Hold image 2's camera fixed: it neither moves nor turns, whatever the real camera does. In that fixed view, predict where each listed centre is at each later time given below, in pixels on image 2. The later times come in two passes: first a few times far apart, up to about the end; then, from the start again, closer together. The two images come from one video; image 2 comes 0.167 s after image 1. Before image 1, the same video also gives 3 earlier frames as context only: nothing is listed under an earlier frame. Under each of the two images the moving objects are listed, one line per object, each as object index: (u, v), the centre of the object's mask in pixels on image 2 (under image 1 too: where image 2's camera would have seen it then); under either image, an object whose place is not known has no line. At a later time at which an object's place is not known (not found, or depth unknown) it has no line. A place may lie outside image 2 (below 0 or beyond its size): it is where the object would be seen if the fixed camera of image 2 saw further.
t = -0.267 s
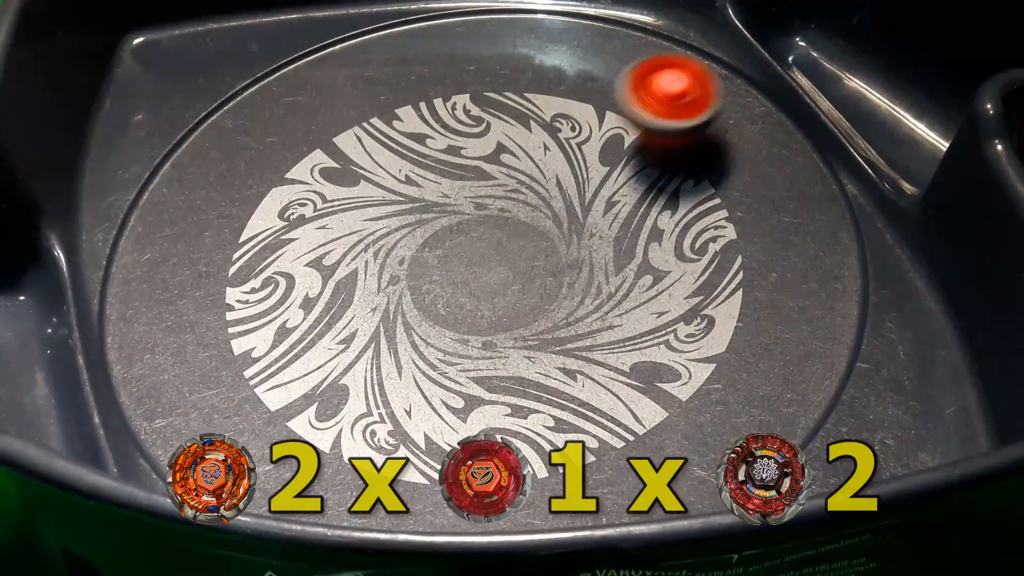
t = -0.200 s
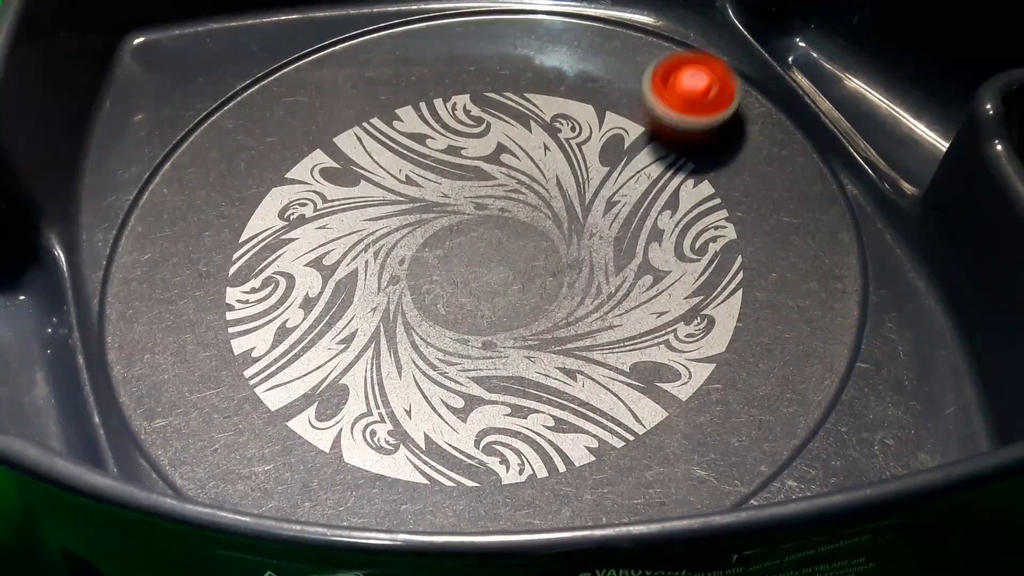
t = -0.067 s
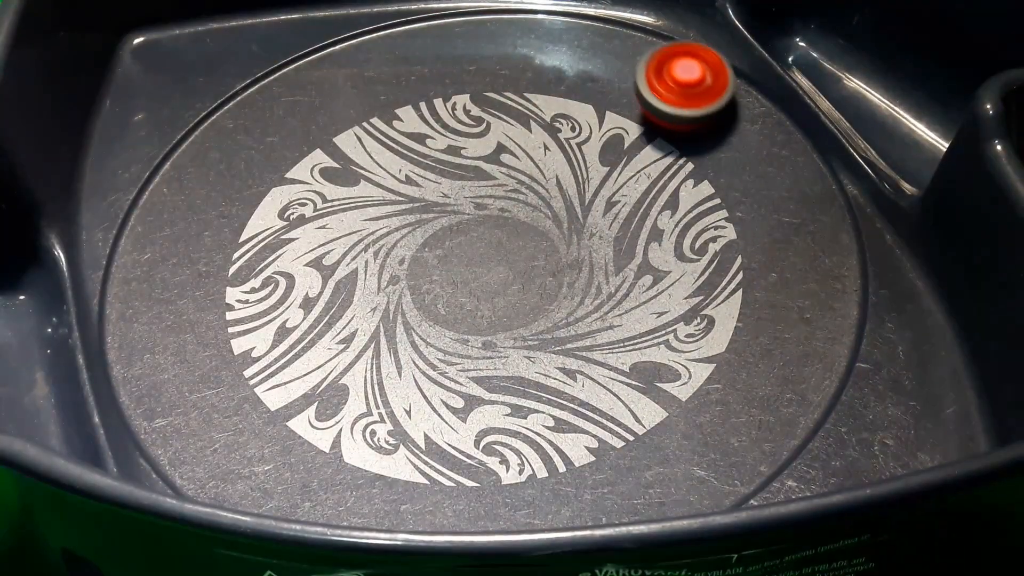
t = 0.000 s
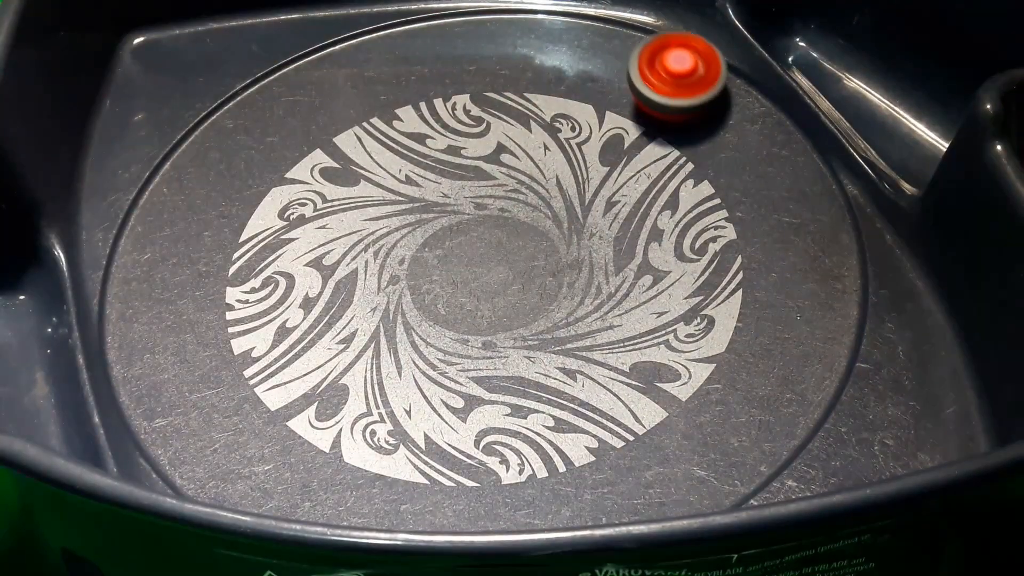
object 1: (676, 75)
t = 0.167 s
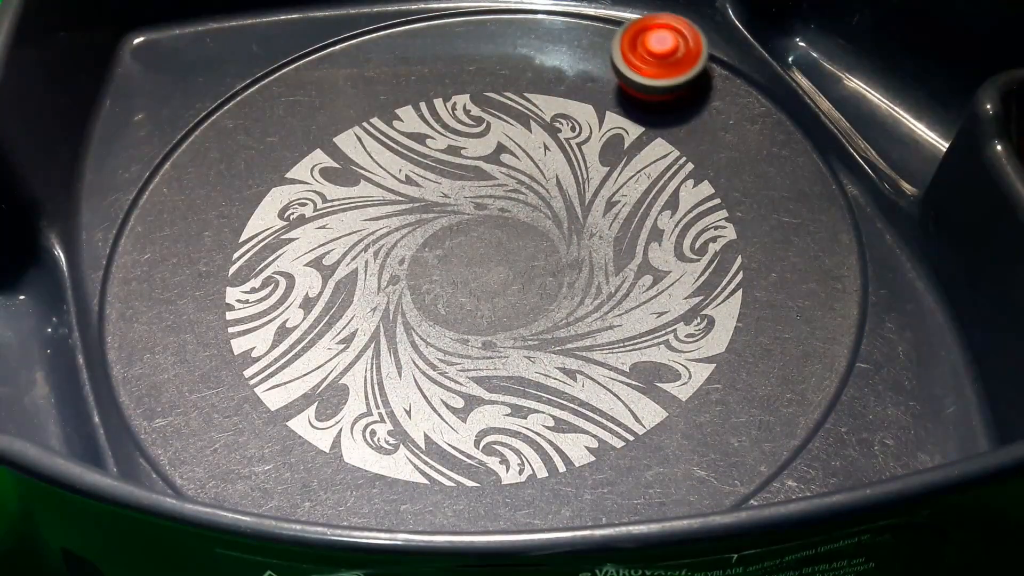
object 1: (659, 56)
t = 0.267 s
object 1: (647, 51)
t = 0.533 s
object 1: (615, 53)
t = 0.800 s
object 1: (587, 79)
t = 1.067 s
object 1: (560, 116)
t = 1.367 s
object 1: (524, 166)
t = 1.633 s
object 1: (488, 213)
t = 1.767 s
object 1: (468, 236)
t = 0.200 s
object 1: (655, 53)
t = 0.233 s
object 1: (651, 52)
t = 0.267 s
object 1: (647, 51)
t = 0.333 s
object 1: (639, 48)
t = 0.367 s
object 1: (635, 48)
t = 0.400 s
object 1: (631, 48)
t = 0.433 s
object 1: (627, 49)
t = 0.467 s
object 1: (623, 50)
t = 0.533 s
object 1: (615, 53)
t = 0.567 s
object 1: (612, 55)
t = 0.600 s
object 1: (609, 58)
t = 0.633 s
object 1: (605, 60)
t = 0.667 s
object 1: (601, 63)
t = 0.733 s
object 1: (594, 70)
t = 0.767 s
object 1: (590, 75)
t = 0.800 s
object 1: (587, 79)
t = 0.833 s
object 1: (583, 83)
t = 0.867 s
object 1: (580, 87)
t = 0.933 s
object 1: (573, 97)
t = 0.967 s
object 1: (570, 101)
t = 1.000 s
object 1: (567, 106)
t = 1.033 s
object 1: (563, 111)
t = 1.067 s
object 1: (560, 116)
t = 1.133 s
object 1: (553, 126)
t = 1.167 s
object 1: (550, 132)
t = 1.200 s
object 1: (545, 137)
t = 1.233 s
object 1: (542, 143)
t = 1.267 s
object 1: (537, 149)
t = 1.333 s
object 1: (529, 160)
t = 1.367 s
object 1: (524, 166)
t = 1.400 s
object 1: (520, 171)
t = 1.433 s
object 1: (516, 178)
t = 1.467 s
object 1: (511, 184)
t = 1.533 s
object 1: (502, 195)
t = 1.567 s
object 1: (498, 201)
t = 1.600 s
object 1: (493, 207)
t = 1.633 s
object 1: (488, 213)
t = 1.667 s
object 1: (482, 219)
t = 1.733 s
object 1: (472, 231)
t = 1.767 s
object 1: (468, 236)
